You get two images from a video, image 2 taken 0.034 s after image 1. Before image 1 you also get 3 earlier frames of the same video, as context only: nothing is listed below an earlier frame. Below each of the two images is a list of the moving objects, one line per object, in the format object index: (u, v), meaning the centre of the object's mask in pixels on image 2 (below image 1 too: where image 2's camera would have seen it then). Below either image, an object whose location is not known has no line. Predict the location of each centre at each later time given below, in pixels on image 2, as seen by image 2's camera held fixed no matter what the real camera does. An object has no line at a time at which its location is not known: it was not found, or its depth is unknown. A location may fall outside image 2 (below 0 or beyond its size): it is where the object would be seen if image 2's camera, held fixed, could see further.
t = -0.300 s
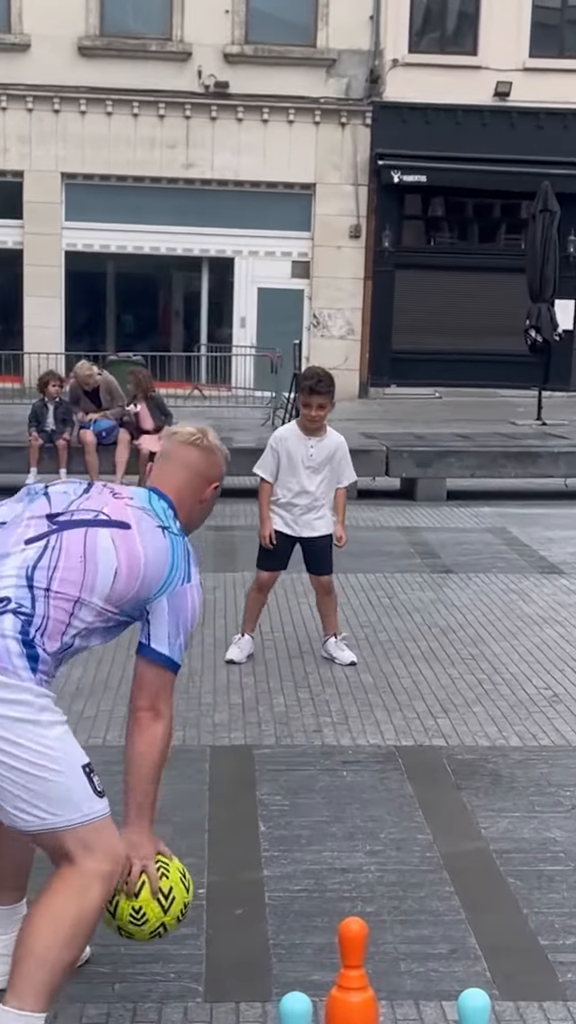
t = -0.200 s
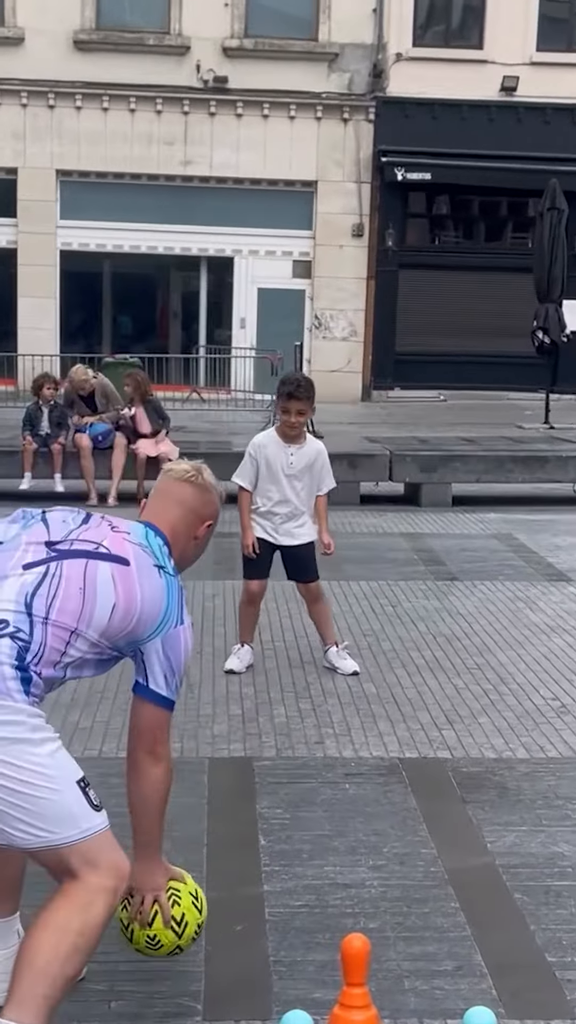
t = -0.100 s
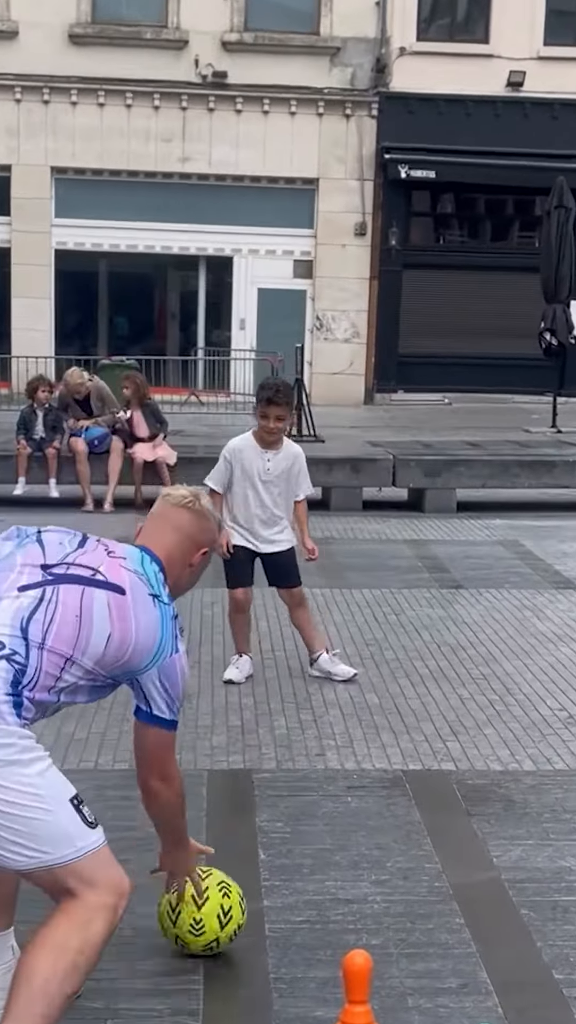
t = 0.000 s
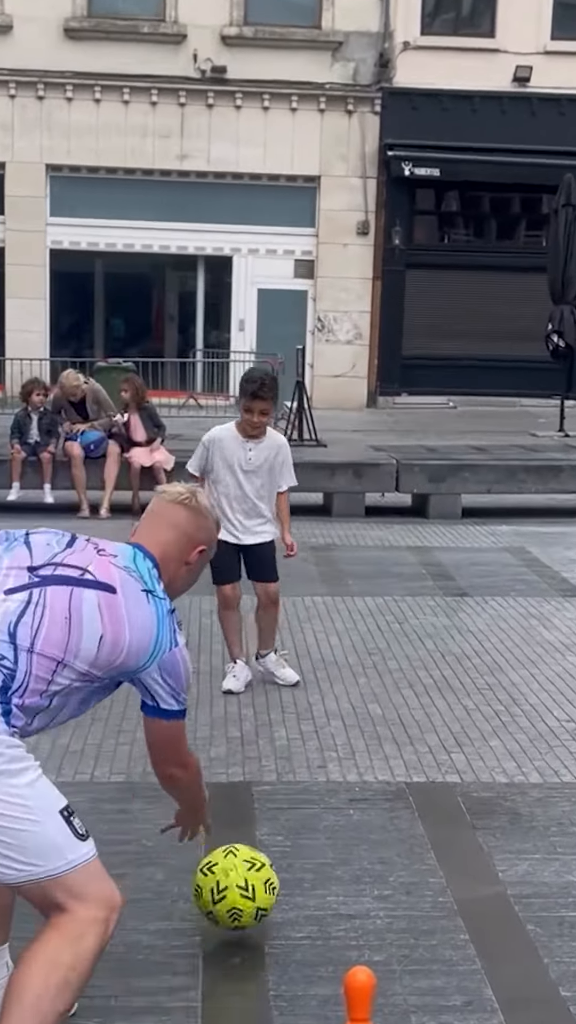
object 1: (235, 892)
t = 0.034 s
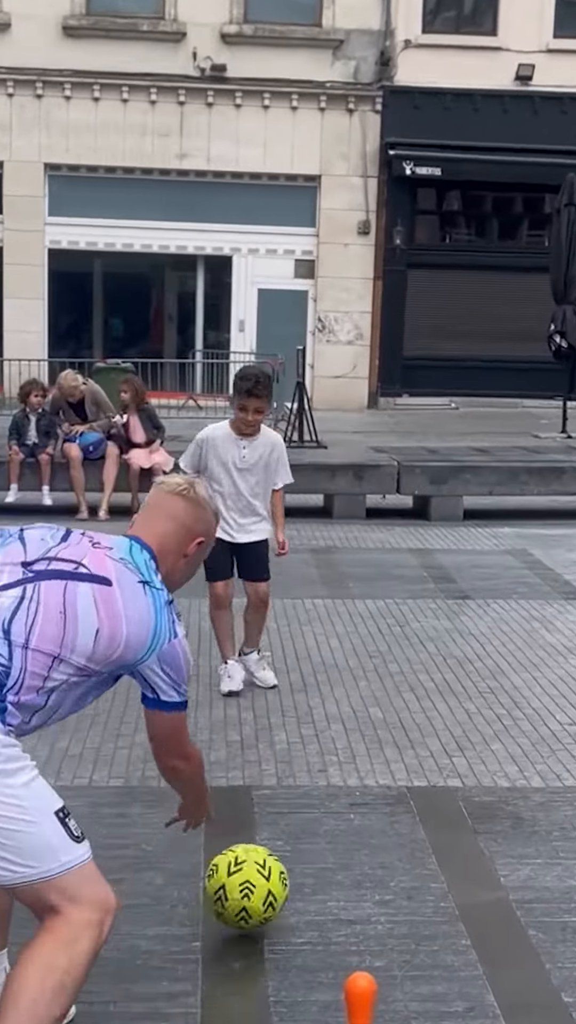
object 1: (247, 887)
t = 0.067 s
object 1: (256, 884)
